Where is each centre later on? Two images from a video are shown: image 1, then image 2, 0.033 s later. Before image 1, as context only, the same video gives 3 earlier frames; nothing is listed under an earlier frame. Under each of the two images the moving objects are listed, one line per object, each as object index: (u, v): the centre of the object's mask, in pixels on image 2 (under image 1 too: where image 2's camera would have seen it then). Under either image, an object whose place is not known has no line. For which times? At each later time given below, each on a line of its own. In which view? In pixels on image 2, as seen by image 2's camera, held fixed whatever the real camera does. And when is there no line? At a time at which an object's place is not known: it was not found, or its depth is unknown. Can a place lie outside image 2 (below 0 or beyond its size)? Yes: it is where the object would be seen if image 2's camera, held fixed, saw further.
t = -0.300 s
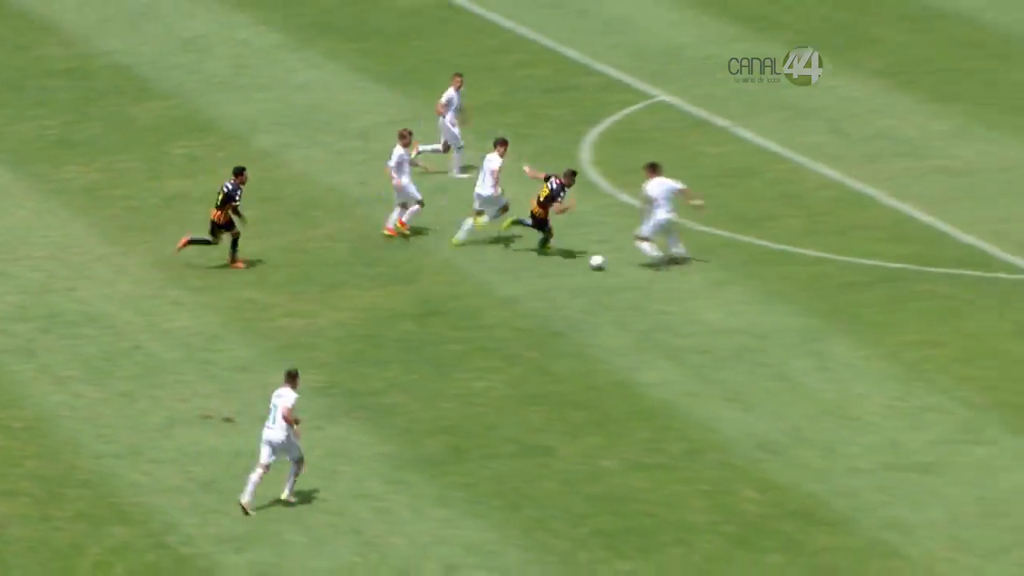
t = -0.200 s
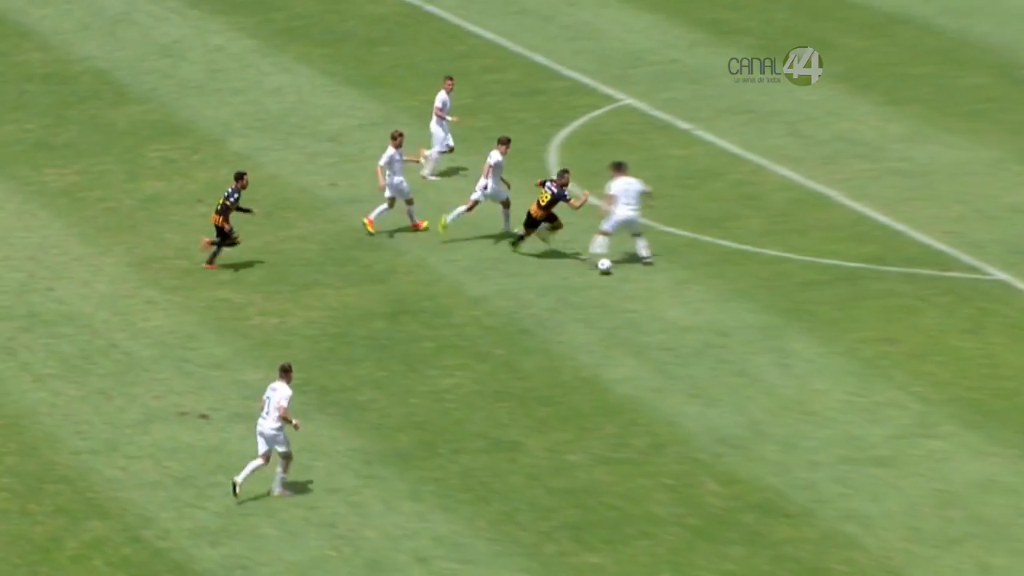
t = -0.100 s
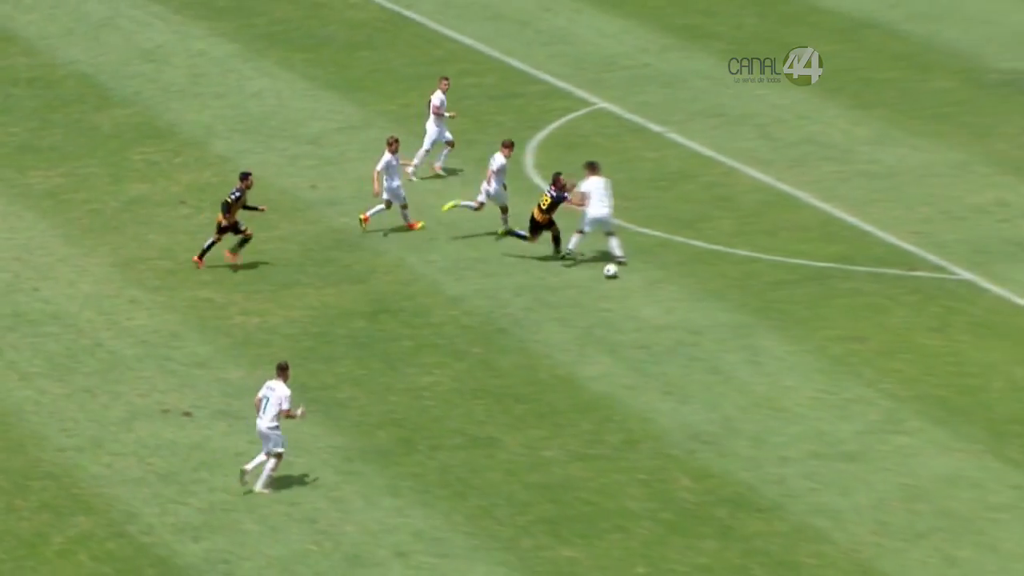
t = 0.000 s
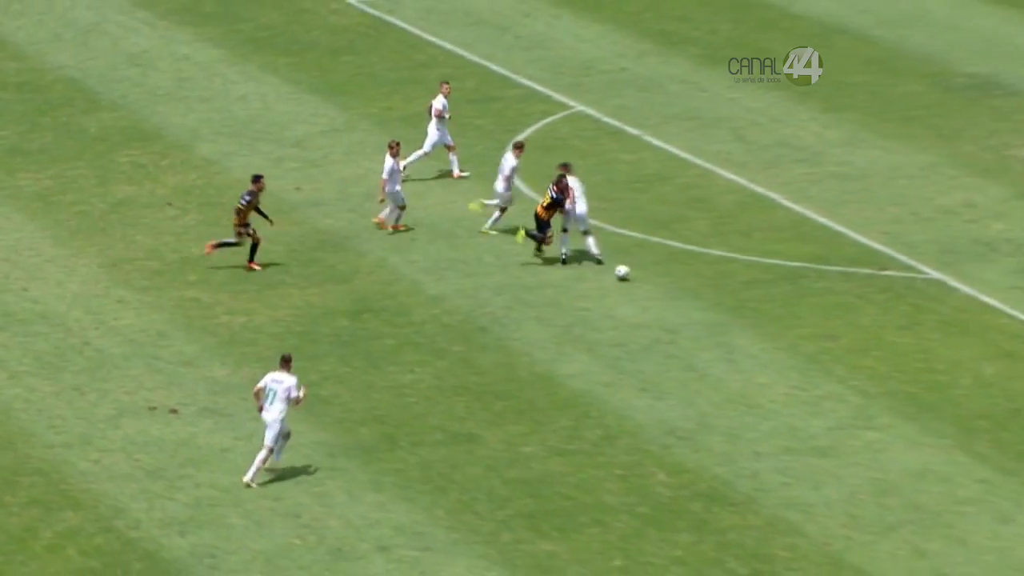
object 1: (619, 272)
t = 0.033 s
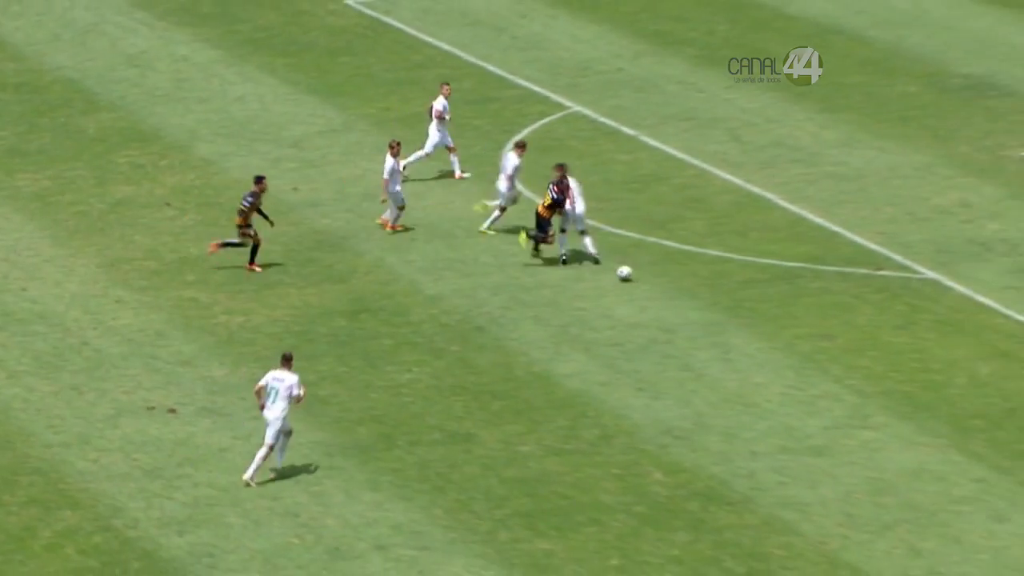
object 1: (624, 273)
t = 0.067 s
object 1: (634, 275)
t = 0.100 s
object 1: (646, 276)
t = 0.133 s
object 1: (657, 278)
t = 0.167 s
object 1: (666, 278)
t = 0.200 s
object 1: (671, 278)
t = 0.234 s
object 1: (682, 279)
